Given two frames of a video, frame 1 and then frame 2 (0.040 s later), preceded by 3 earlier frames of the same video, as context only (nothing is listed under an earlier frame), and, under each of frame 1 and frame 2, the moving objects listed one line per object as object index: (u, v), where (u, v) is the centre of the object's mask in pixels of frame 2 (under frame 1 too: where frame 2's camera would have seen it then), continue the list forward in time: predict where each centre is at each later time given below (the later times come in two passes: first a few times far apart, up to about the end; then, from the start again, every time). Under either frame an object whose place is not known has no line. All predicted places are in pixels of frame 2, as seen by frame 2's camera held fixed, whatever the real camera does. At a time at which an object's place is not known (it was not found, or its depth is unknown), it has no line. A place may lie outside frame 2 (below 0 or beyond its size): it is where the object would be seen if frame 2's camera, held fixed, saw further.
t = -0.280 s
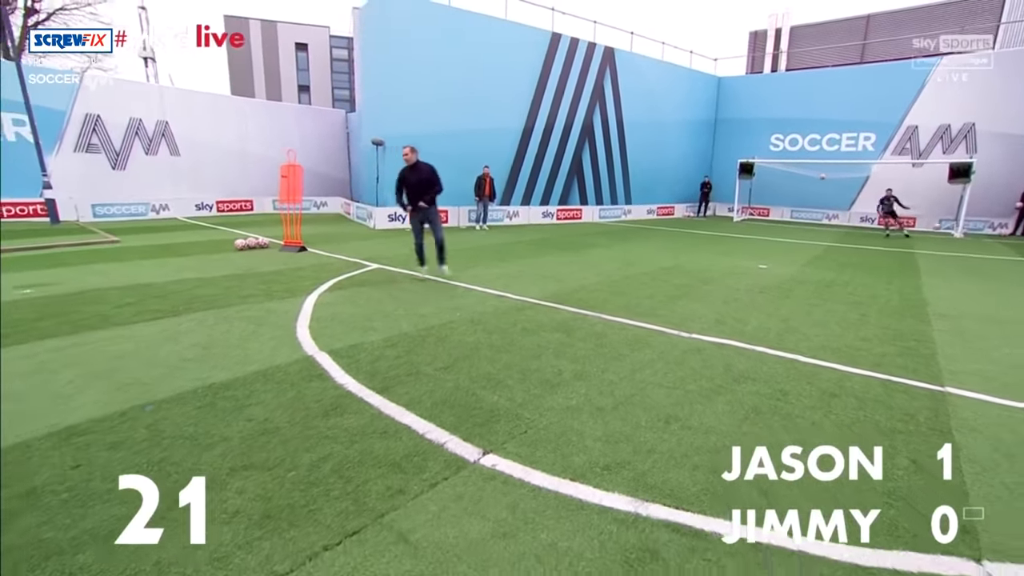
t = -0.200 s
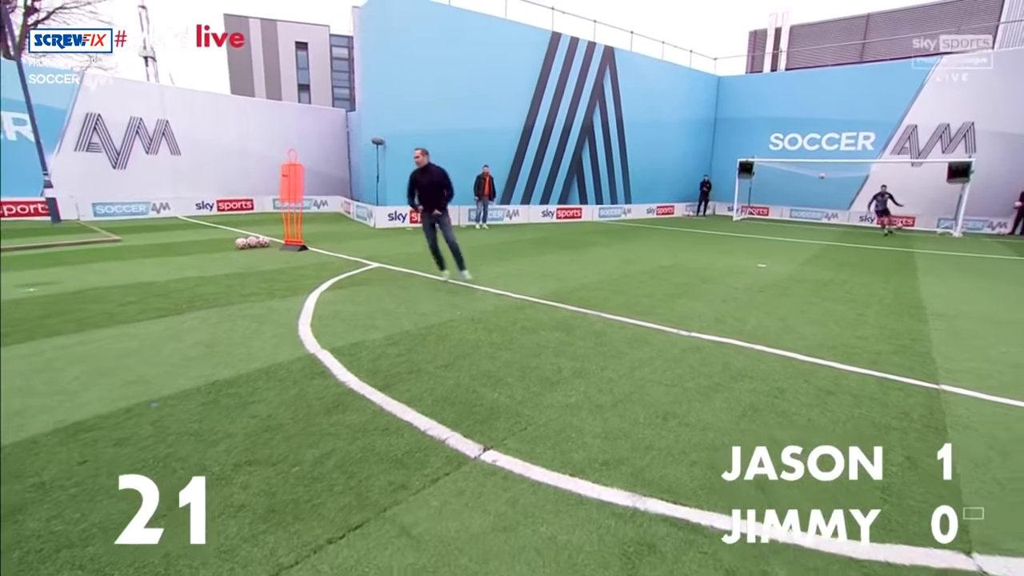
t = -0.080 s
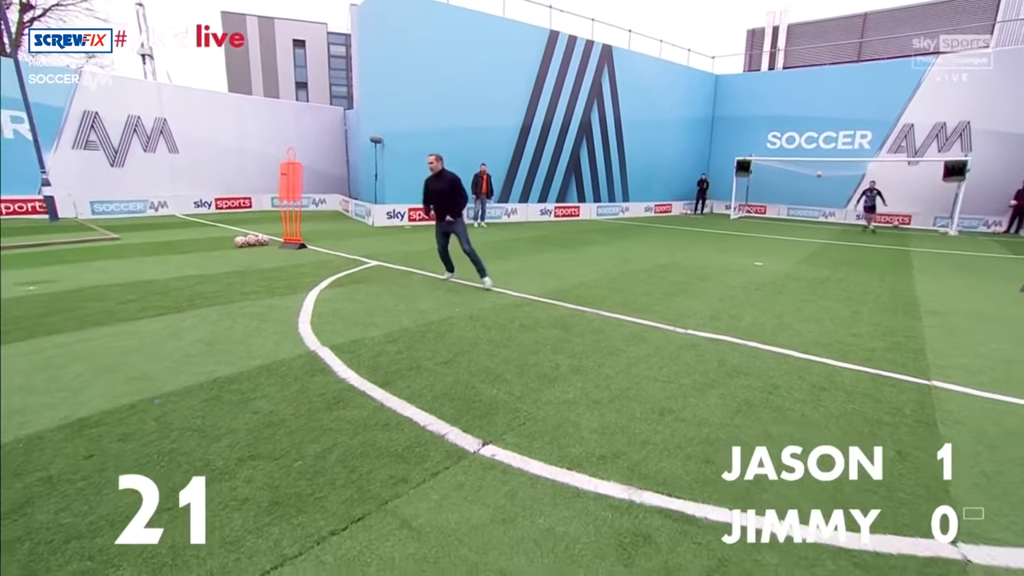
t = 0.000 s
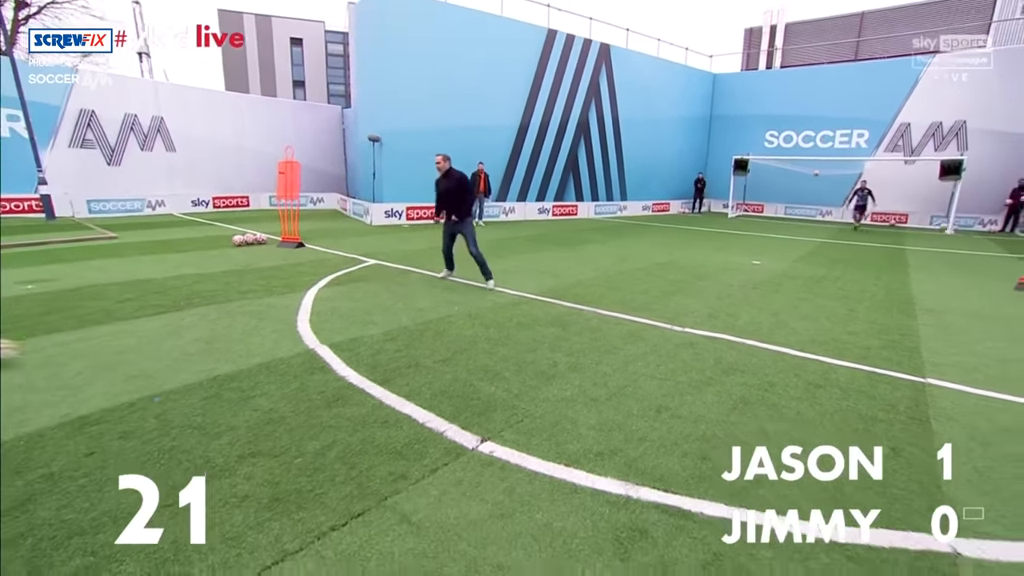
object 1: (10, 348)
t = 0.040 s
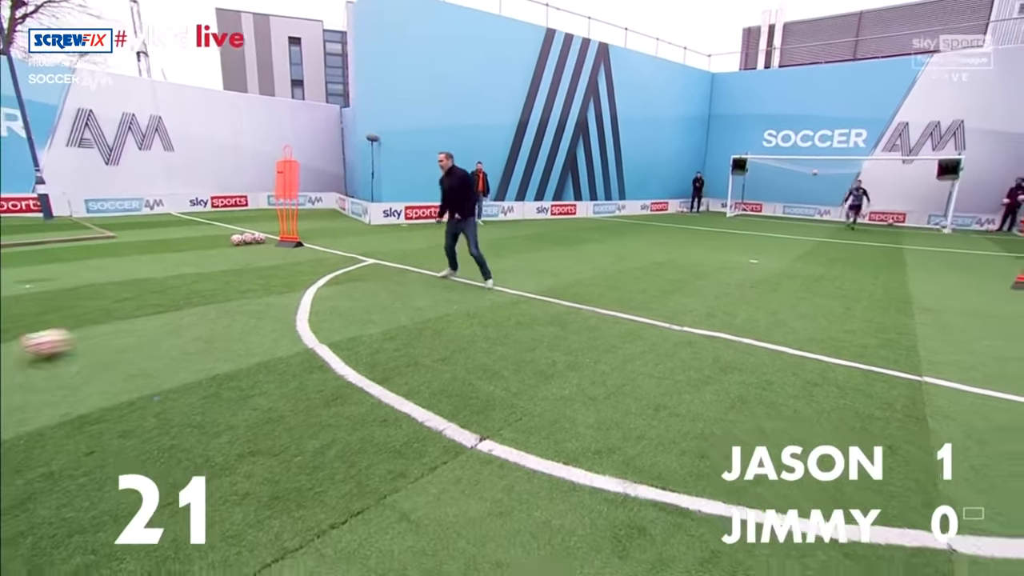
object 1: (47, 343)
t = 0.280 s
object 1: (290, 313)
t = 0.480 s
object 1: (416, 300)
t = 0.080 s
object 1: (97, 333)
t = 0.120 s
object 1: (143, 324)
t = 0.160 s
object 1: (185, 319)
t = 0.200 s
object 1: (224, 317)
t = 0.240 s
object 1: (261, 316)
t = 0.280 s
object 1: (290, 313)
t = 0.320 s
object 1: (321, 304)
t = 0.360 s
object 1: (345, 301)
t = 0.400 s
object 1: (370, 298)
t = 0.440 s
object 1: (394, 299)
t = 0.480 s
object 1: (416, 300)
